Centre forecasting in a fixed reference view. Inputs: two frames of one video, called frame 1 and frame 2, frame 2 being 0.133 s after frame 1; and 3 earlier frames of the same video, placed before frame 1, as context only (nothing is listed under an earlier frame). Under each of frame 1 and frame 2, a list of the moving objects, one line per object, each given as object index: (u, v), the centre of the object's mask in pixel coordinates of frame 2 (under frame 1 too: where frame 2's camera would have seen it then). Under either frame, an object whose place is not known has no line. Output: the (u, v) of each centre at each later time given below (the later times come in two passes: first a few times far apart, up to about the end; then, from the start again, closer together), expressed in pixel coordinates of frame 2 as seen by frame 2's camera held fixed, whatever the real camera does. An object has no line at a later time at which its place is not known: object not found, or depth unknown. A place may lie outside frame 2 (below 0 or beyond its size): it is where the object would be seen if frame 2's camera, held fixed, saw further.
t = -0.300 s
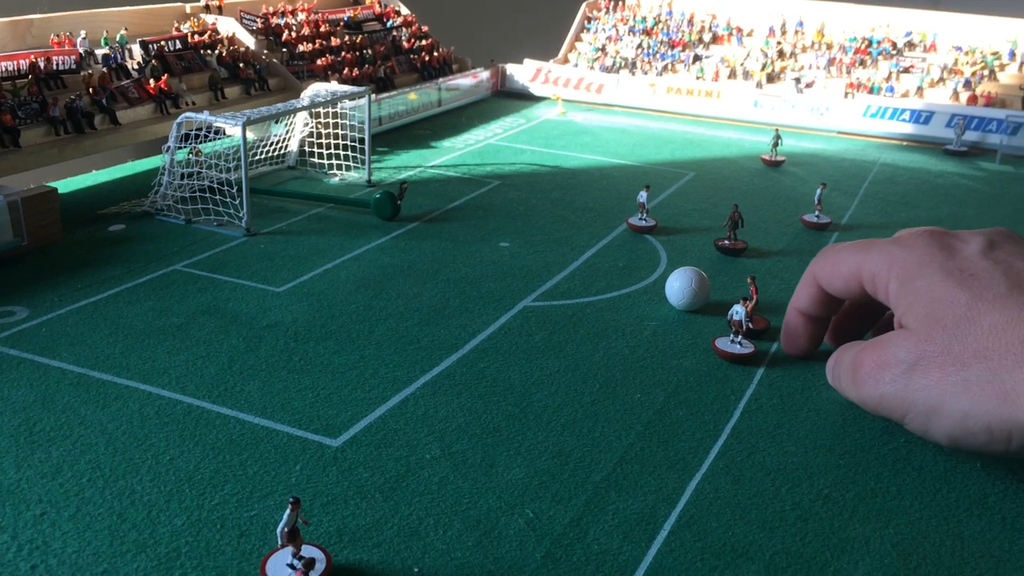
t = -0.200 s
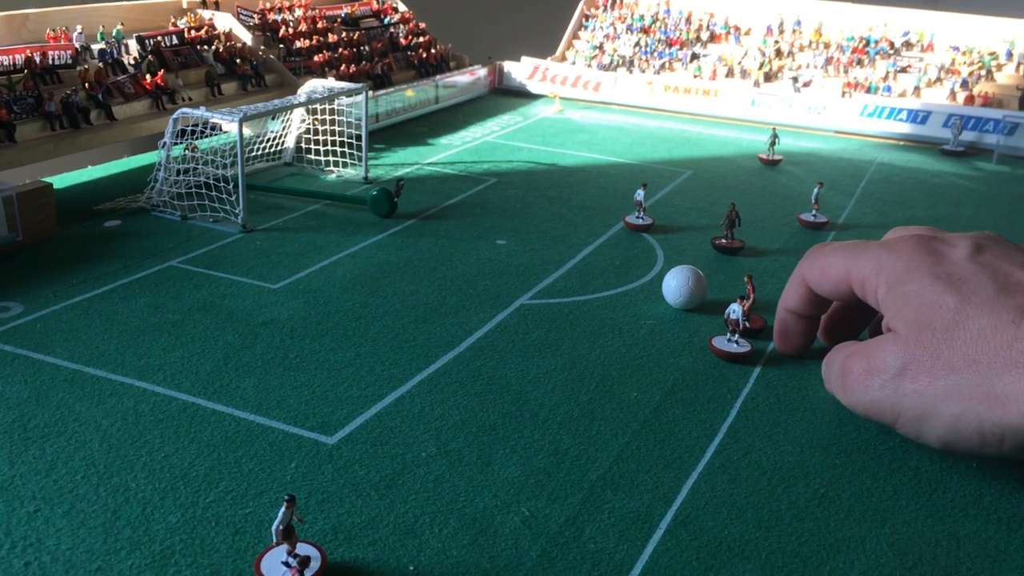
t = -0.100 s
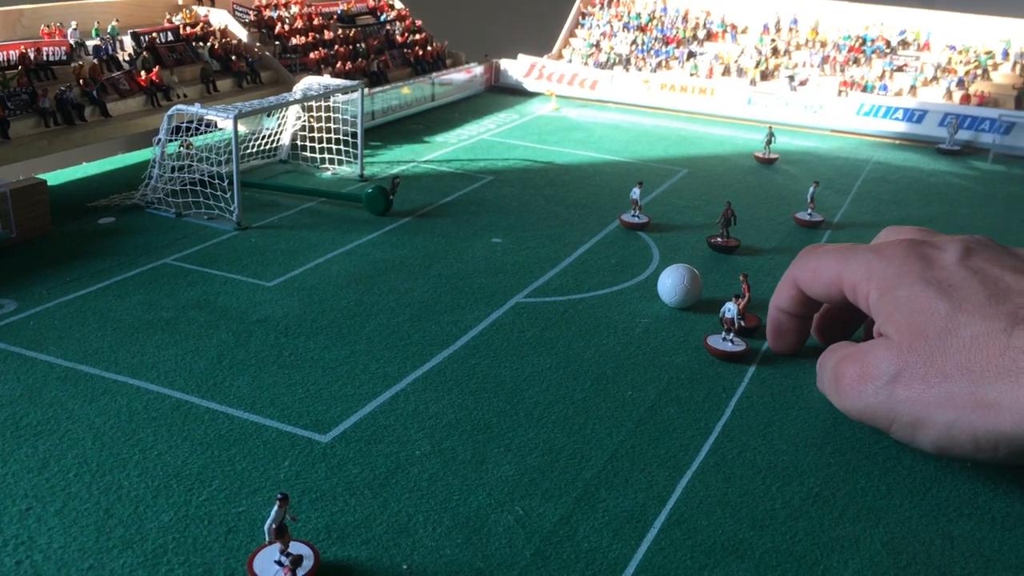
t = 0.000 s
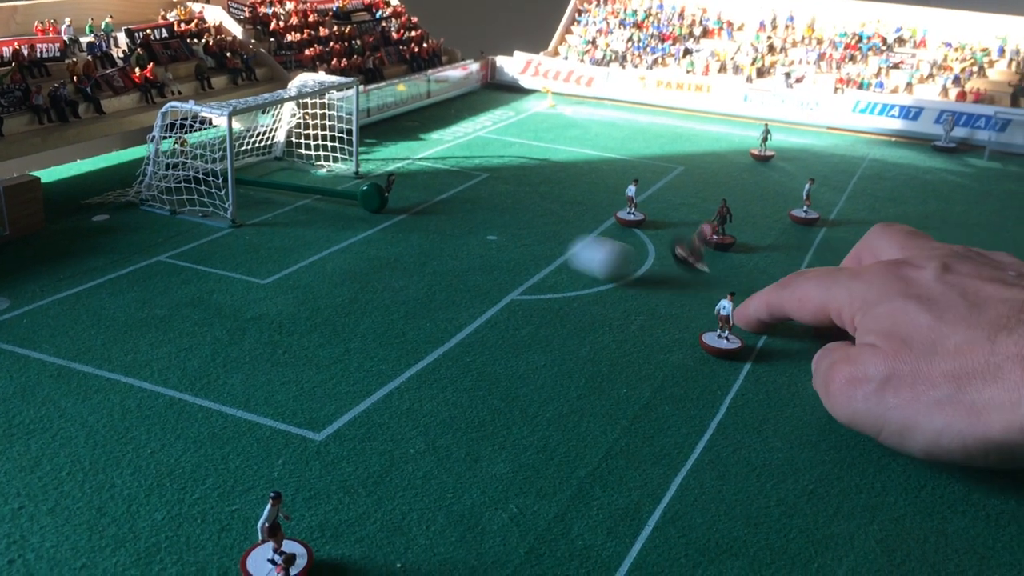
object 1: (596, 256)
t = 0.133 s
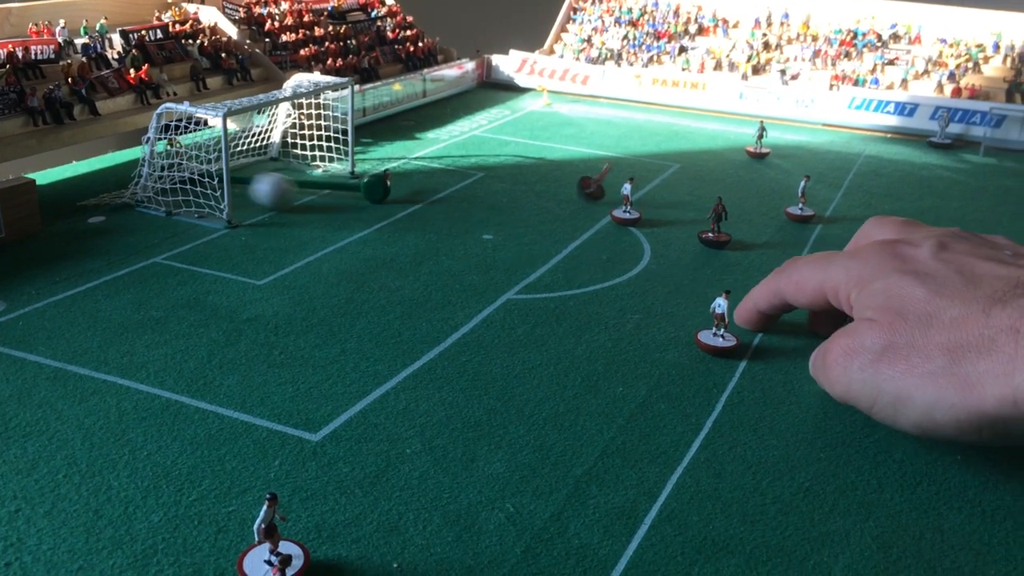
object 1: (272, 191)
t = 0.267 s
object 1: (223, 188)
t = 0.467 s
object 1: (291, 209)
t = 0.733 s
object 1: (343, 224)
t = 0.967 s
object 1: (370, 232)
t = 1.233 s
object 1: (385, 234)
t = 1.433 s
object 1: (384, 234)
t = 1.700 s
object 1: (384, 234)
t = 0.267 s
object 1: (223, 188)
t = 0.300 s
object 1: (243, 187)
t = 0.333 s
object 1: (256, 198)
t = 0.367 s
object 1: (266, 202)
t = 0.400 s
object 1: (274, 204)
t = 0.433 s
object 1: (282, 207)
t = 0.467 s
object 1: (291, 209)
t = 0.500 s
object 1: (298, 211)
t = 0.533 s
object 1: (306, 213)
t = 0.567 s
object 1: (312, 215)
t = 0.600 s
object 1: (319, 217)
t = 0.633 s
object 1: (326, 219)
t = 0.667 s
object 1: (332, 221)
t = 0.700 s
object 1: (338, 223)
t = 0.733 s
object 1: (343, 224)
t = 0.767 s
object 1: (348, 226)
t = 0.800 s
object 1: (352, 227)
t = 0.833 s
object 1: (357, 229)
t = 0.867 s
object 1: (360, 230)
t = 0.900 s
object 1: (364, 230)
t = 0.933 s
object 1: (367, 232)
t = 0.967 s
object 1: (370, 232)
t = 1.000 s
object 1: (373, 233)
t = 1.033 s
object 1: (376, 234)
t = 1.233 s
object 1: (385, 234)
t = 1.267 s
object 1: (385, 234)
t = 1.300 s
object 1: (384, 234)
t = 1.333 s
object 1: (384, 234)
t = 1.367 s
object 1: (384, 234)
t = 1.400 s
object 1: (384, 234)
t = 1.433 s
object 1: (384, 234)
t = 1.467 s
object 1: (384, 234)
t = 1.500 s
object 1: (384, 234)
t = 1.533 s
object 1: (384, 234)
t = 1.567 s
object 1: (384, 234)
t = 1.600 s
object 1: (384, 234)
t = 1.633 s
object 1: (384, 234)
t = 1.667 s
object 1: (384, 234)
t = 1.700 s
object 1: (384, 234)
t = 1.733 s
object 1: (384, 234)
